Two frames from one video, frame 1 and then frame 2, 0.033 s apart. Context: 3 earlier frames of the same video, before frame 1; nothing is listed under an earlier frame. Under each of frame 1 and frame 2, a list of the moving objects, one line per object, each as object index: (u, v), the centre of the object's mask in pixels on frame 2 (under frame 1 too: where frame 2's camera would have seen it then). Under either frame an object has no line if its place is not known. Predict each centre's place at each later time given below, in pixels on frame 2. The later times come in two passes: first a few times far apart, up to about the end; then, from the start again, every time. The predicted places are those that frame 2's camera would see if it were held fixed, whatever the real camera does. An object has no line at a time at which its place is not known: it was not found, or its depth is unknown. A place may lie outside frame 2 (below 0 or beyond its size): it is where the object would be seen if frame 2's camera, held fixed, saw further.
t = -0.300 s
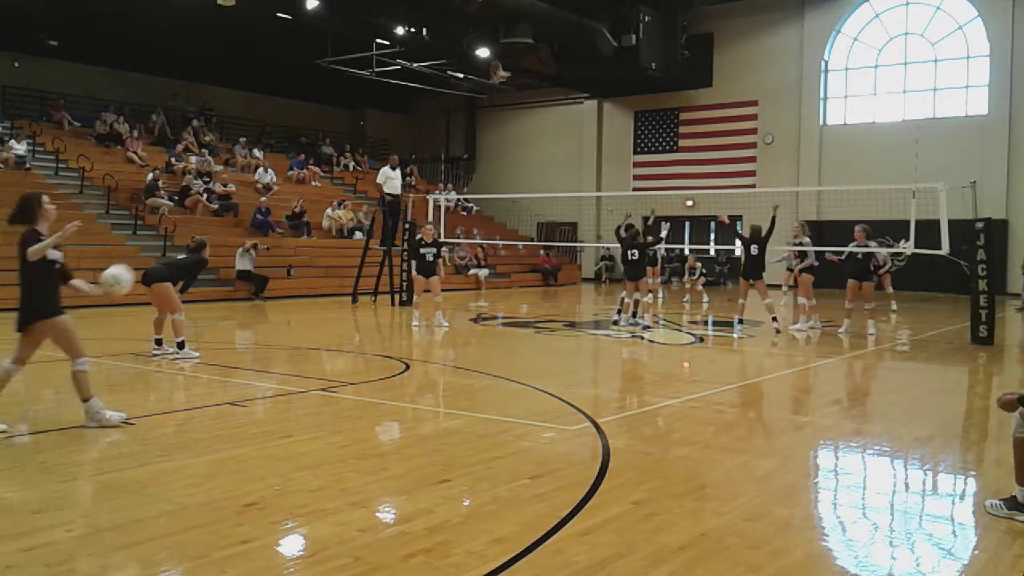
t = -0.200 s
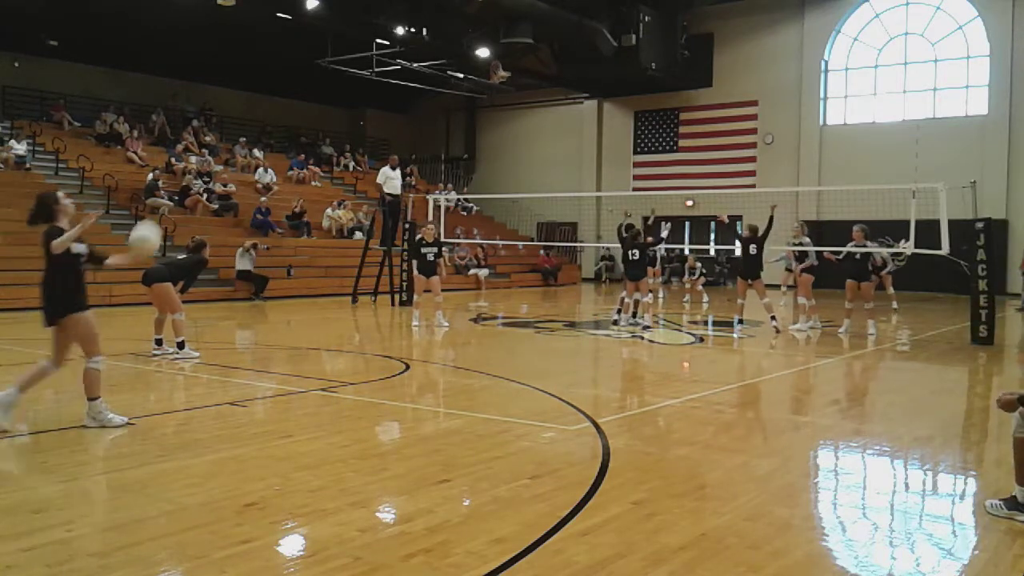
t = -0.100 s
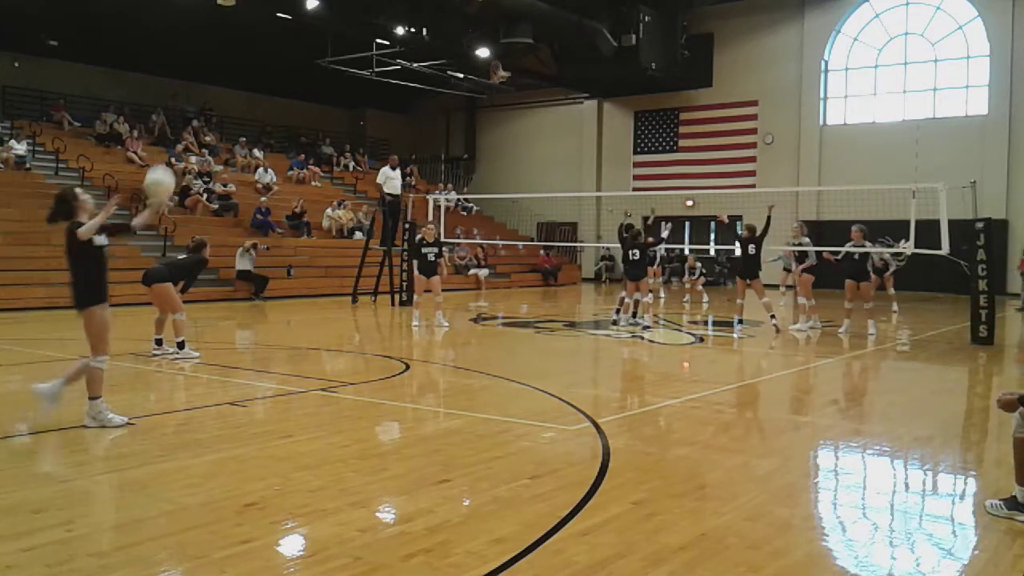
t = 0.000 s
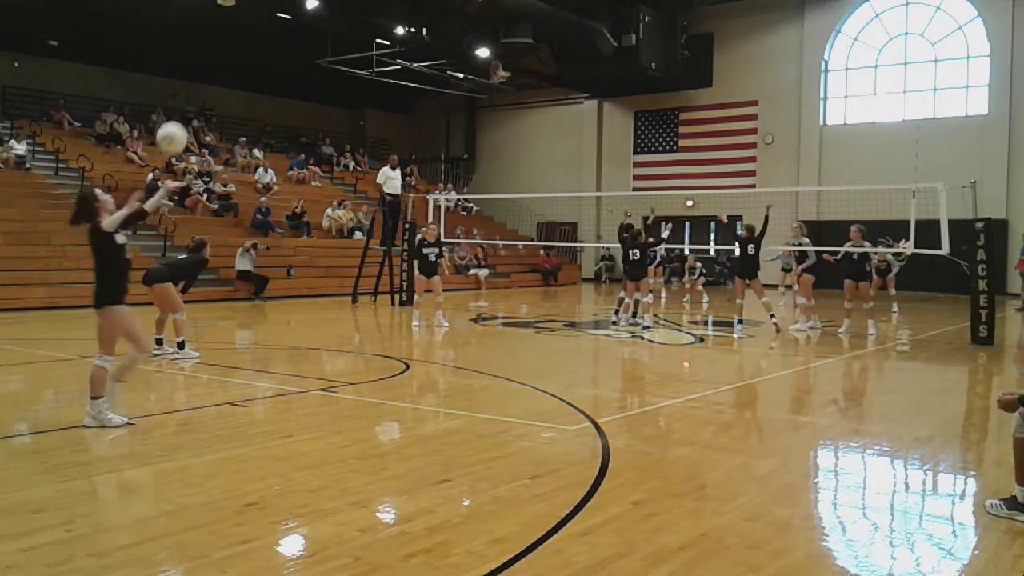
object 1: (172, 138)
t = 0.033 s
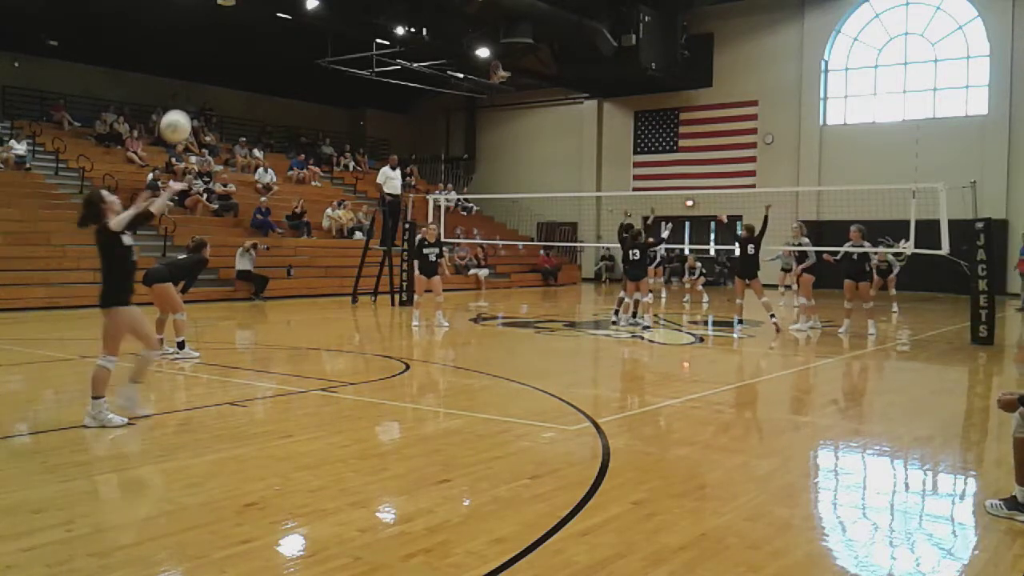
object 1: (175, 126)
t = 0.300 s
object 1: (206, 83)
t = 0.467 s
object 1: (225, 101)
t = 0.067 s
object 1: (179, 116)
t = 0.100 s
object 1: (183, 107)
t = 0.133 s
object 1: (187, 99)
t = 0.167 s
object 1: (191, 93)
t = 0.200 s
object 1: (195, 89)
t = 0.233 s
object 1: (199, 86)
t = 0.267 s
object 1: (203, 84)
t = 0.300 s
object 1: (206, 83)
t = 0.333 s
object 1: (210, 84)
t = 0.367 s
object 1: (214, 87)
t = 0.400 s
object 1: (218, 90)
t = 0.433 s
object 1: (221, 95)
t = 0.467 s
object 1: (225, 101)
